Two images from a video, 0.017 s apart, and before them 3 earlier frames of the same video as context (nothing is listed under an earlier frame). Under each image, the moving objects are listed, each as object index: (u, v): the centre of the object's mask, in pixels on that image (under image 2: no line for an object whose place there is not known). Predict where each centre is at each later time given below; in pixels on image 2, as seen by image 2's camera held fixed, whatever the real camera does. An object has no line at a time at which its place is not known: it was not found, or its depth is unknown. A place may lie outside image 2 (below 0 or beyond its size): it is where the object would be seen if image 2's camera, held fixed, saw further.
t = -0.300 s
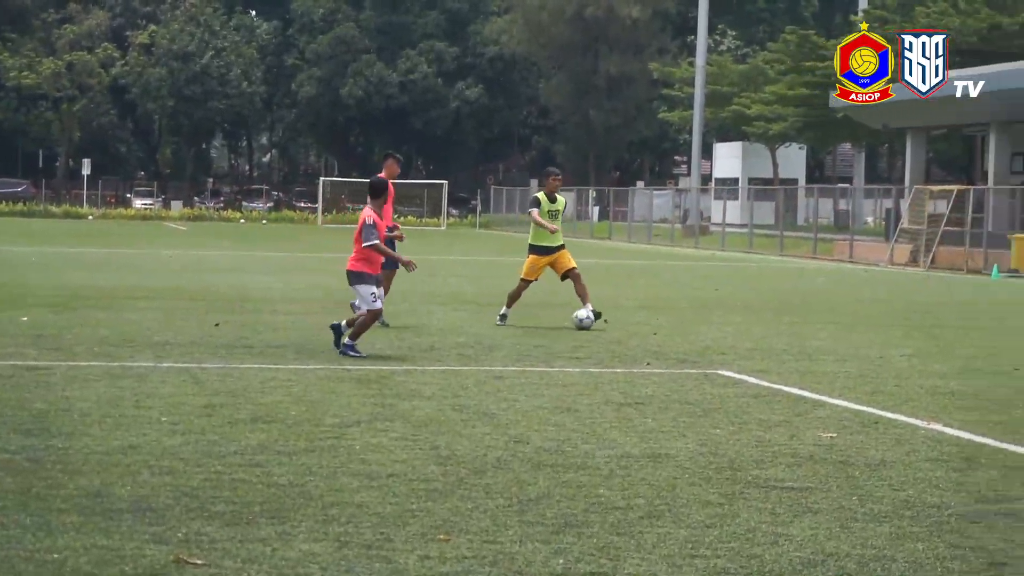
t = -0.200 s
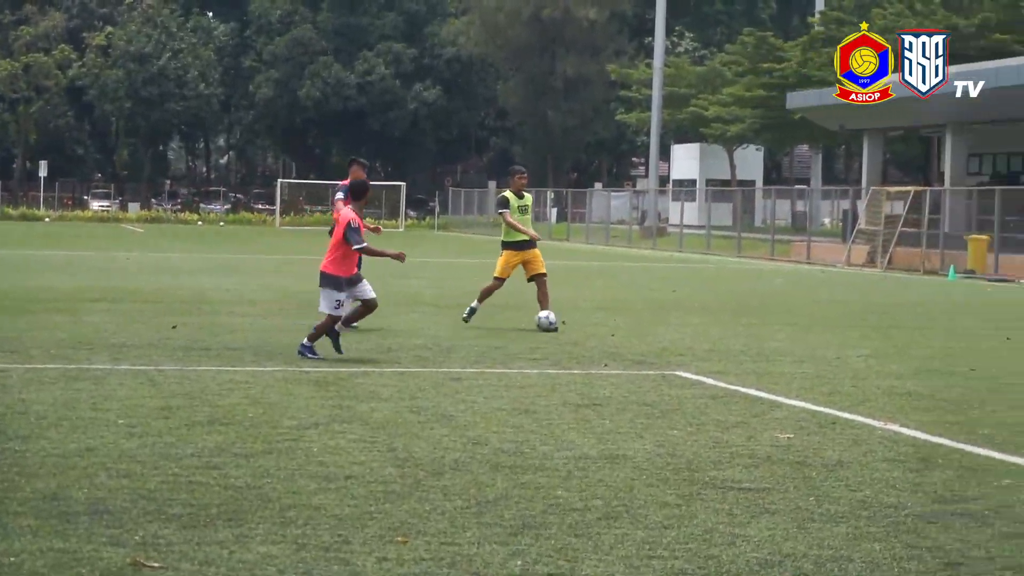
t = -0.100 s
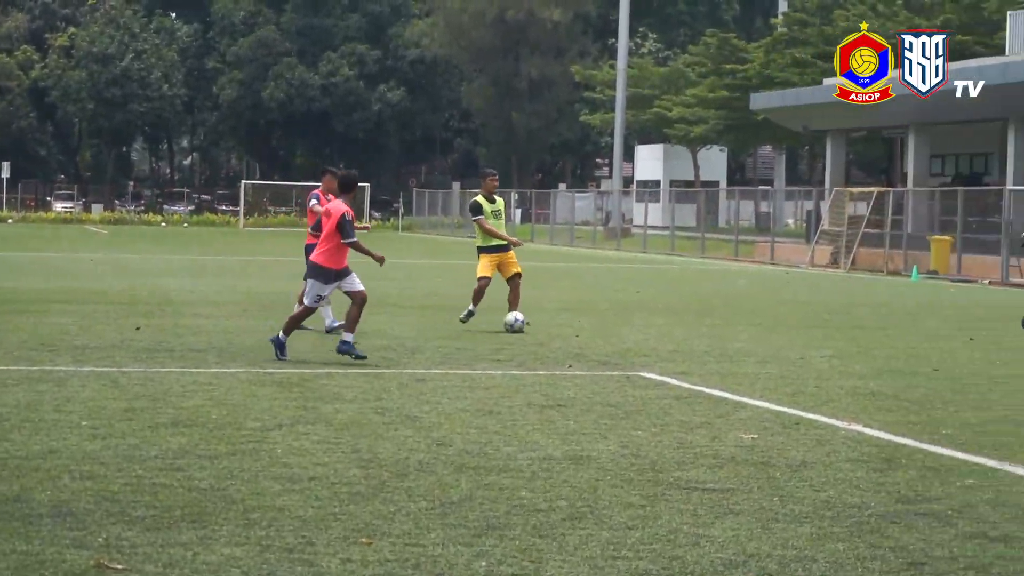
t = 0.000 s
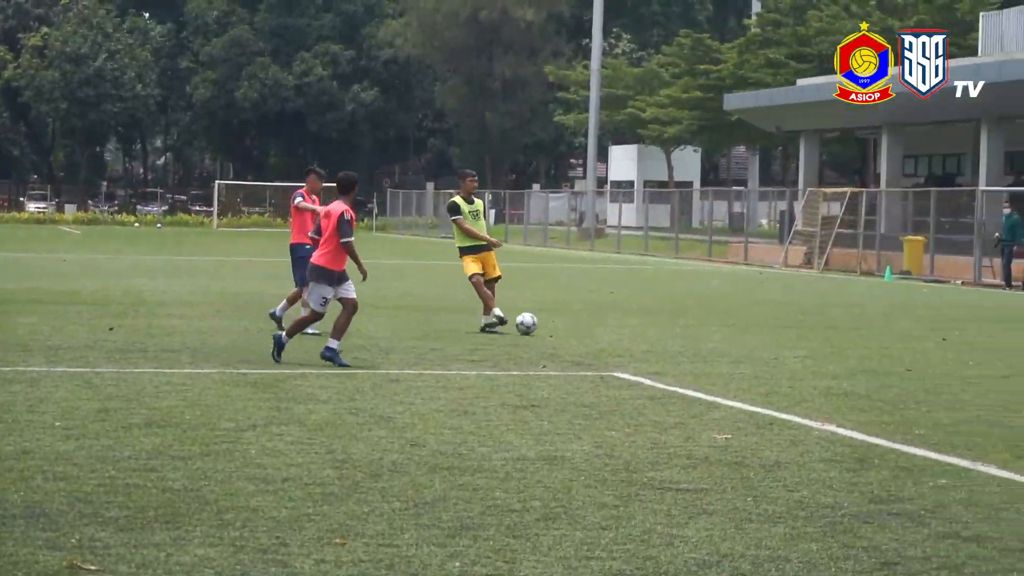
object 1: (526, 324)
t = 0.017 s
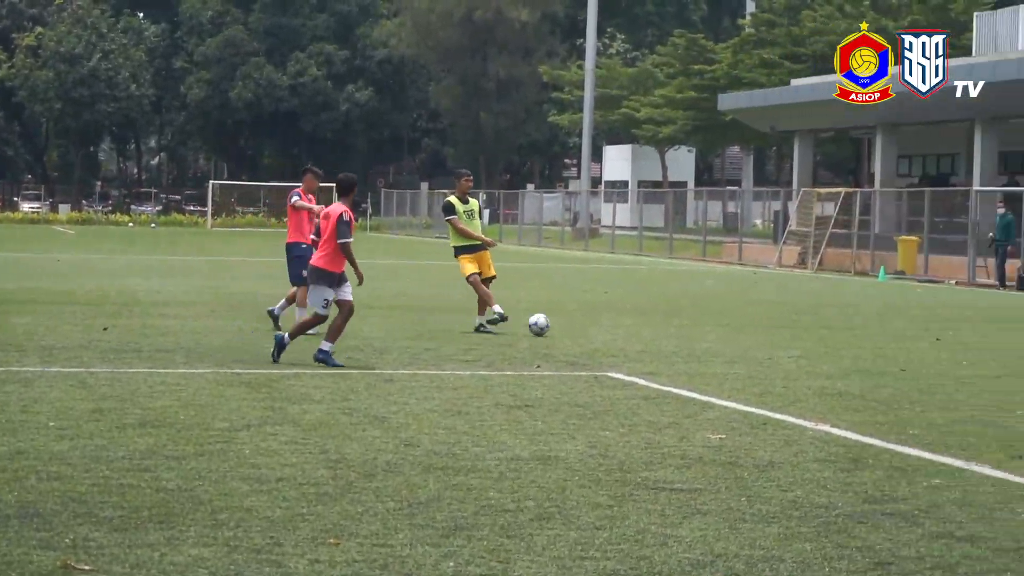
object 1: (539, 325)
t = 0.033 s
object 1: (548, 325)
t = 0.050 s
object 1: (565, 326)
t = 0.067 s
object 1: (582, 328)
